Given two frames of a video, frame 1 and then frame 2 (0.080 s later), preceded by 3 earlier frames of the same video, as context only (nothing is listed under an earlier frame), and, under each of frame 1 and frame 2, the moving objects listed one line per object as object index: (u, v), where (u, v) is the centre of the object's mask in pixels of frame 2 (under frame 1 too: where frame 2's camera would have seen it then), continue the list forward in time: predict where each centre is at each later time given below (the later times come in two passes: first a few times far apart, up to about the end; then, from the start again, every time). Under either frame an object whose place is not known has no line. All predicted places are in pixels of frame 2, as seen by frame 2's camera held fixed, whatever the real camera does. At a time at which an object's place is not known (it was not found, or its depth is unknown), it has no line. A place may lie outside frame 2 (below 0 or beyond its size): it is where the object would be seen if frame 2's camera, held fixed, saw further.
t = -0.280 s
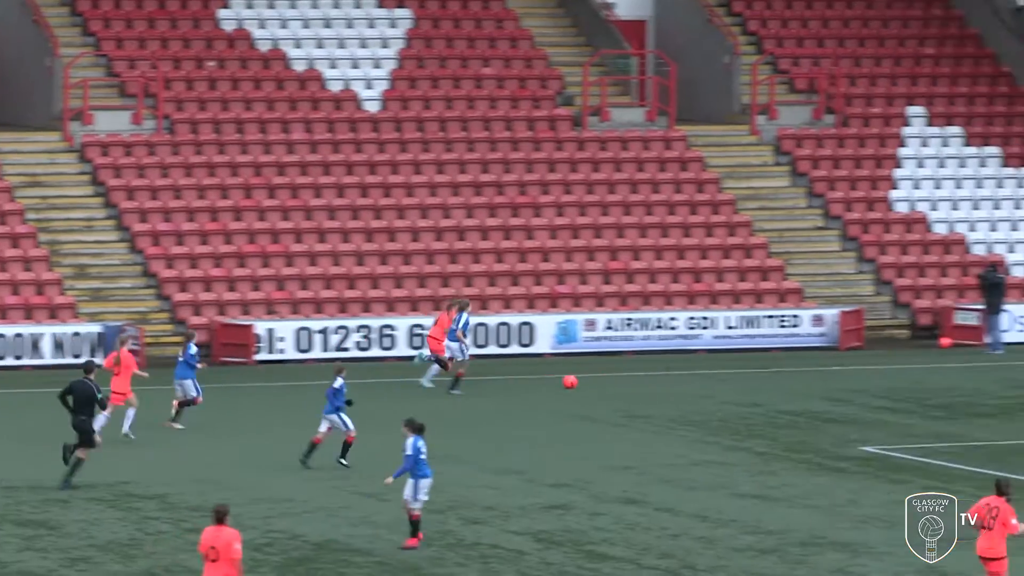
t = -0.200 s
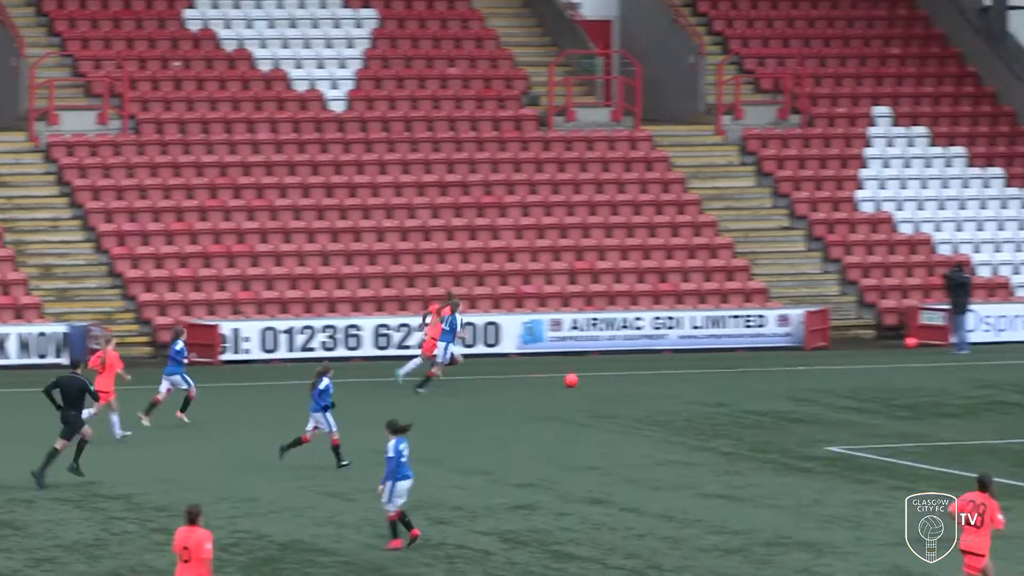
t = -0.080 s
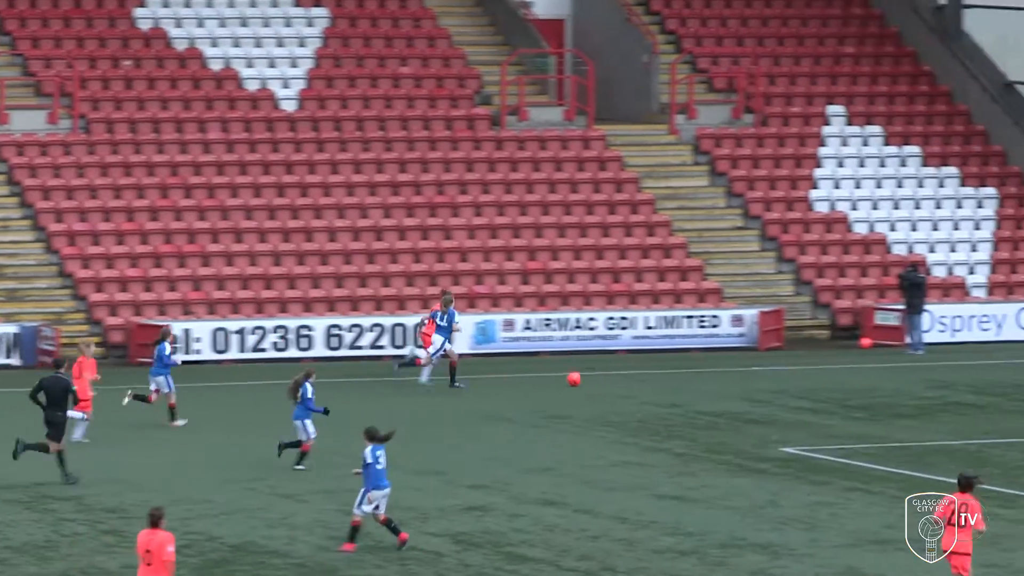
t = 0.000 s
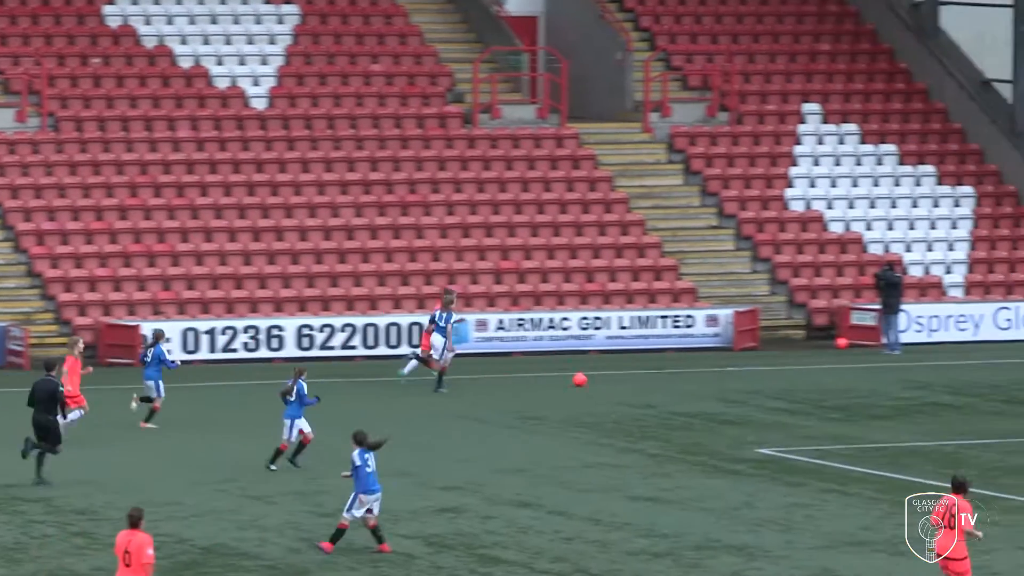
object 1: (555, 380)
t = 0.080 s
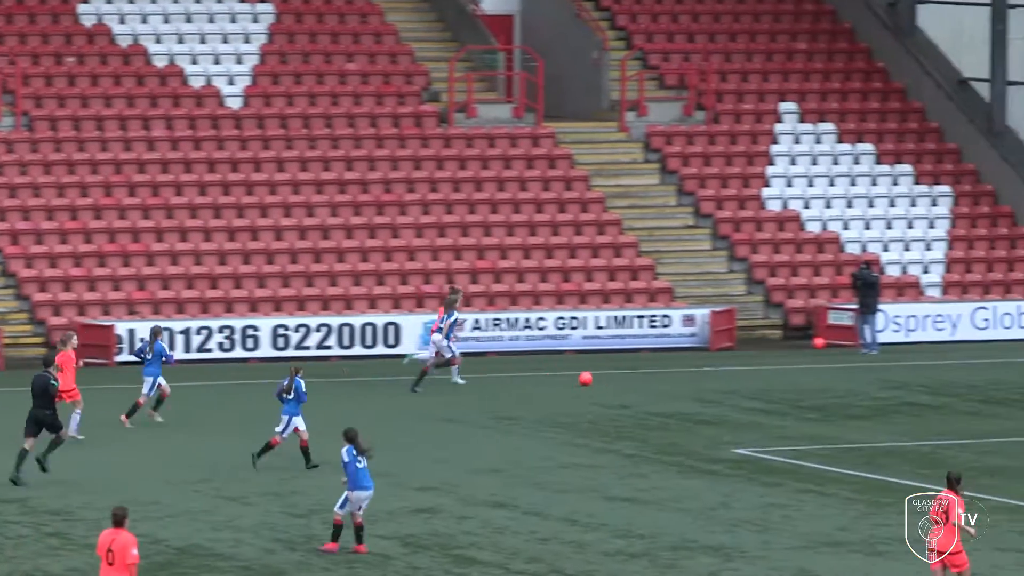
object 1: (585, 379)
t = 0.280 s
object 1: (651, 377)
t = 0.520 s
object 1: (721, 375)
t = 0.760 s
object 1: (788, 372)
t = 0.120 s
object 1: (600, 378)
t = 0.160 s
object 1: (613, 378)
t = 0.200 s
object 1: (626, 377)
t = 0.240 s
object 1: (639, 378)
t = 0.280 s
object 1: (651, 377)
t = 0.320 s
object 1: (662, 377)
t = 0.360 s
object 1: (674, 376)
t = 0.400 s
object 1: (686, 376)
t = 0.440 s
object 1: (698, 376)
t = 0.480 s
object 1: (709, 375)
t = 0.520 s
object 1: (721, 375)
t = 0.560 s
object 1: (732, 374)
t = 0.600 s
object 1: (744, 374)
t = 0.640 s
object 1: (755, 373)
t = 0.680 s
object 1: (766, 373)
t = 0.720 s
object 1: (777, 372)
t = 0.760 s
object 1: (788, 372)
